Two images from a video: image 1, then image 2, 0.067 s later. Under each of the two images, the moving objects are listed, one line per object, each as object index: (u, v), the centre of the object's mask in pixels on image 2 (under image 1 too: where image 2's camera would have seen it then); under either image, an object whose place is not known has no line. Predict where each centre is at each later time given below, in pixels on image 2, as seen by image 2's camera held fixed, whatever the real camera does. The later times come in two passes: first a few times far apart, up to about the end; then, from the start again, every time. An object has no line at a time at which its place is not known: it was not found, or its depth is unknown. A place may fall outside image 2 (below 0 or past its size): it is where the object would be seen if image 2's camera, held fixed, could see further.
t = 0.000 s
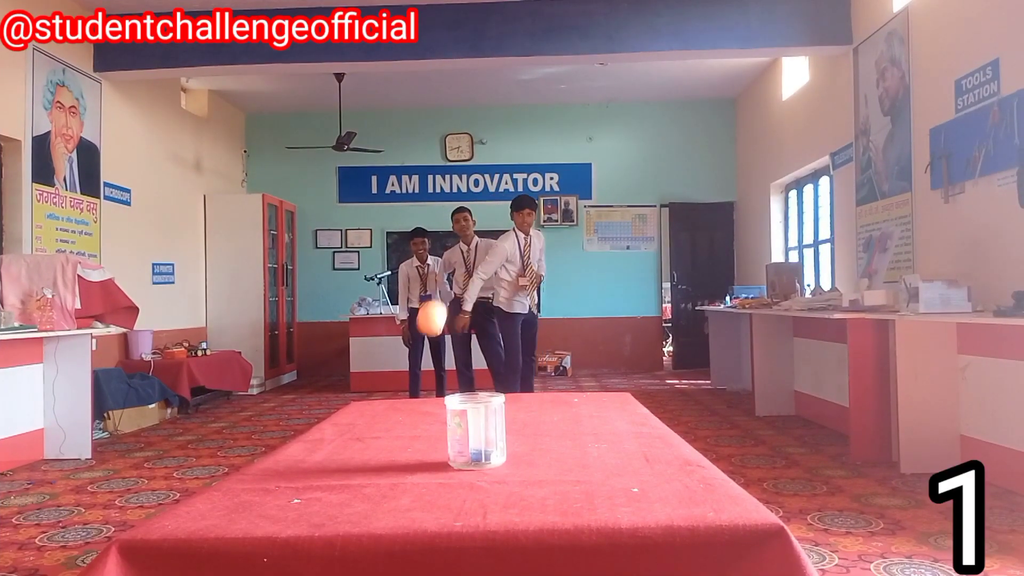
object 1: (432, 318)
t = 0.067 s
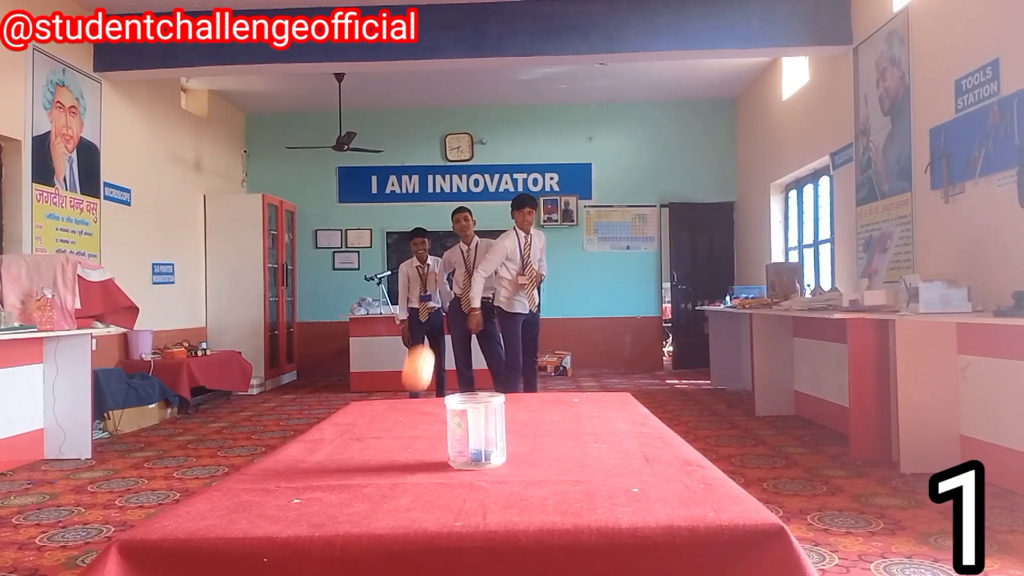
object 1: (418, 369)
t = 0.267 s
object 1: (358, 364)
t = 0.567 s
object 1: (179, 487)
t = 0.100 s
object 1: (412, 404)
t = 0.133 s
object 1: (404, 423)
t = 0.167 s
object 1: (393, 401)
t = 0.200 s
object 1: (382, 384)
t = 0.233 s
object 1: (371, 371)
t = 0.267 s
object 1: (358, 364)
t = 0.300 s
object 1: (344, 365)
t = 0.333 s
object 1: (330, 372)
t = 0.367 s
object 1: (314, 387)
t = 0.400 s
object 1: (297, 415)
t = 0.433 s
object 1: (279, 455)
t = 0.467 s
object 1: (259, 503)
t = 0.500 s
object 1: (234, 496)
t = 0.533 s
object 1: (207, 487)
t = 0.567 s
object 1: (179, 487)
